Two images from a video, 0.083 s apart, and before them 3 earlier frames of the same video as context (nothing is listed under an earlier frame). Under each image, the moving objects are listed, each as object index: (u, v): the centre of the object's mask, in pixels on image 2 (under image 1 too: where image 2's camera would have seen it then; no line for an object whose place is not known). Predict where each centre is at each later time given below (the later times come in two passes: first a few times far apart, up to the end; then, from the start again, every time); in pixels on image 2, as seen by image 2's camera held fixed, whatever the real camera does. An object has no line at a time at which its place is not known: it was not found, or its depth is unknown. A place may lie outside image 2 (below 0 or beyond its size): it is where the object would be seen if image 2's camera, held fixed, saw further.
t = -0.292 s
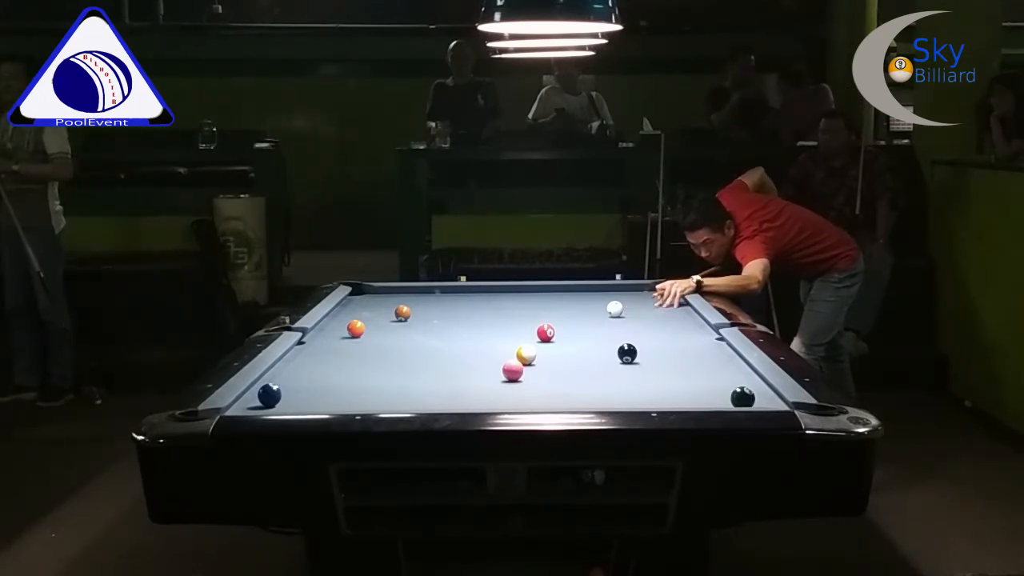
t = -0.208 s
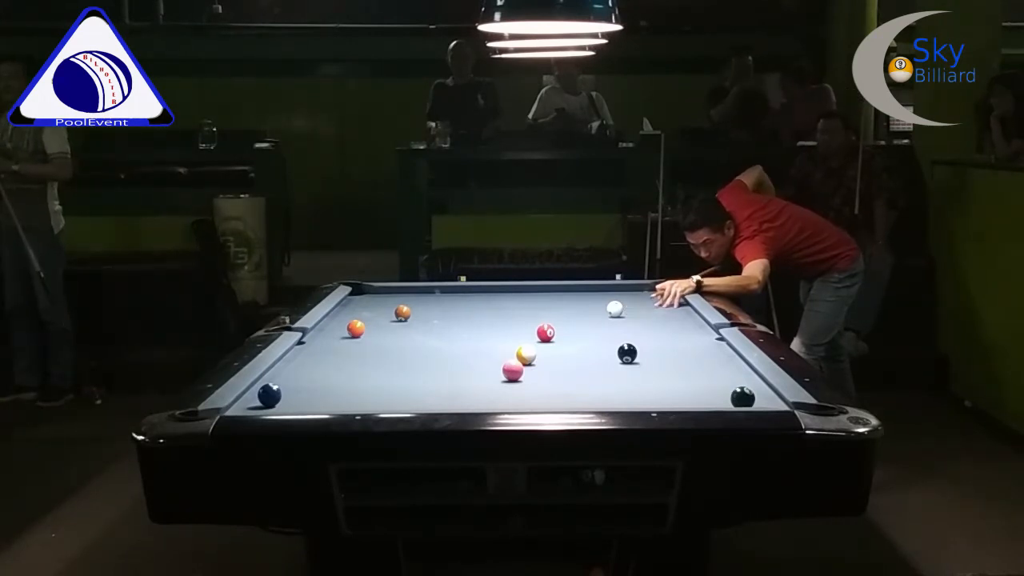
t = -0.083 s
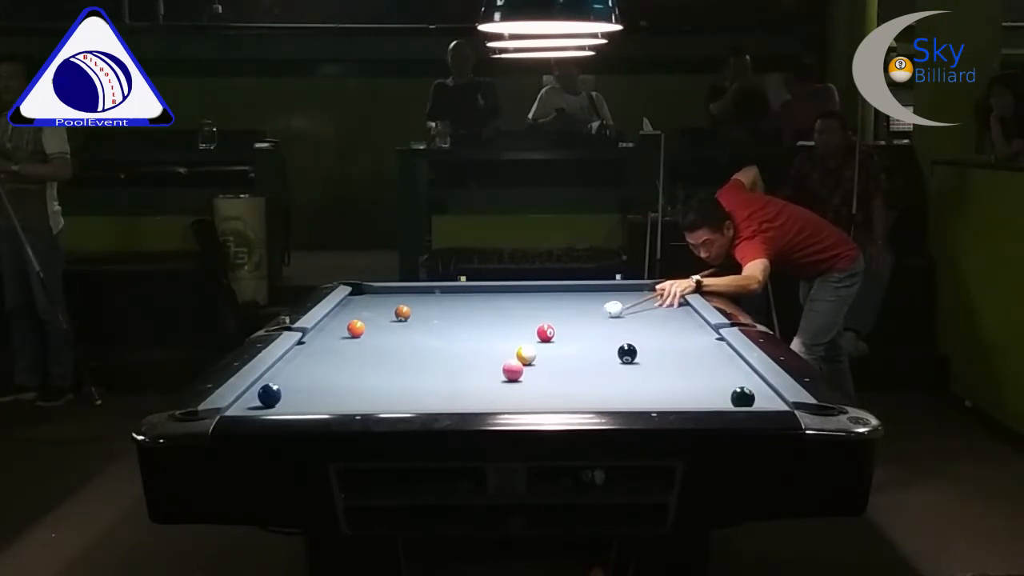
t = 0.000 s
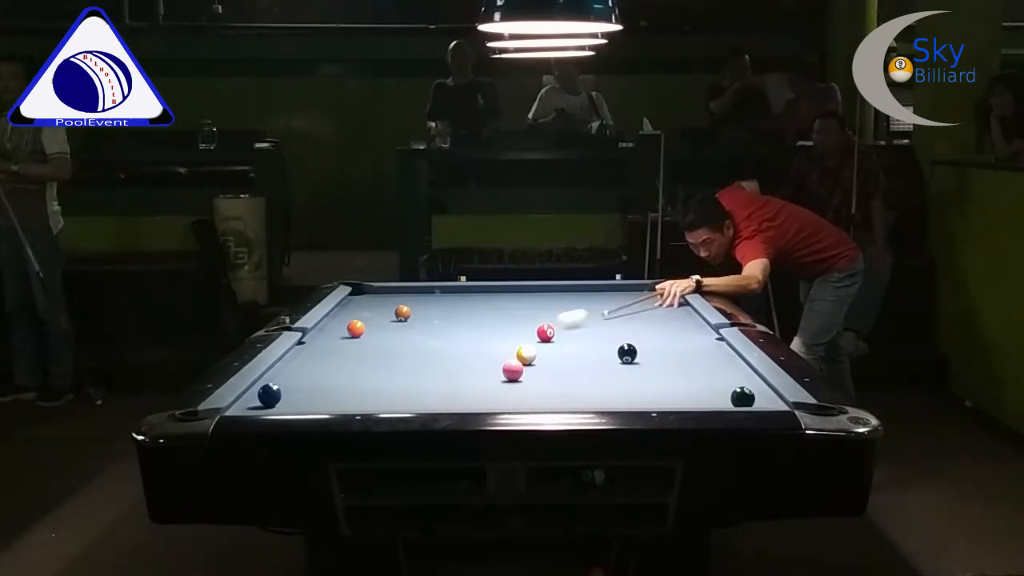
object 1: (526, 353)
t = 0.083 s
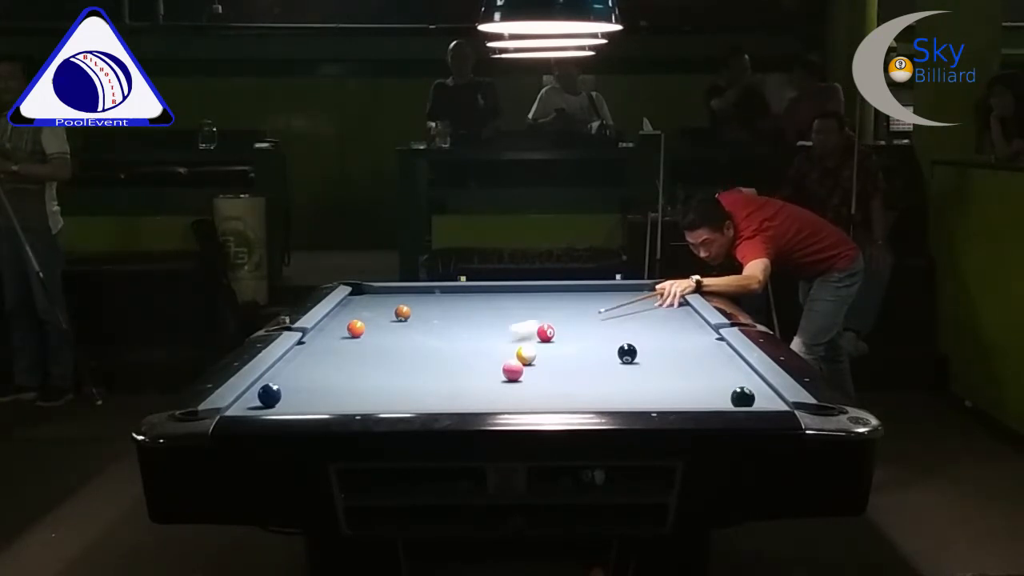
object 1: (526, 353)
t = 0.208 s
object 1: (526, 353)
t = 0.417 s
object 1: (526, 353)
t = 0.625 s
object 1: (526, 353)
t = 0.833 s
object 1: (526, 353)
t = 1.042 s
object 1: (526, 353)
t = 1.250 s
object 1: (526, 353)
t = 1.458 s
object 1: (526, 354)
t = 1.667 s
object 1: (526, 354)
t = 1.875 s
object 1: (526, 354)
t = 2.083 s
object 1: (529, 354)
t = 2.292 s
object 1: (543, 351)
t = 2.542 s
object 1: (558, 349)
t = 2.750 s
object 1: (568, 347)
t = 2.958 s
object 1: (577, 345)
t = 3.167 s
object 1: (586, 343)
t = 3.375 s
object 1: (593, 342)
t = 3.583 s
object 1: (600, 341)
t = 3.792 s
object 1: (605, 340)
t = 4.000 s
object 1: (609, 339)
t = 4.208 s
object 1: (613, 339)
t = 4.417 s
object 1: (615, 338)
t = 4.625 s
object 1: (617, 338)
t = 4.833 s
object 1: (618, 337)
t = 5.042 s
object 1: (618, 337)
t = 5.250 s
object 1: (618, 337)
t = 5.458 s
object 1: (618, 338)
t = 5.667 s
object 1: (618, 338)
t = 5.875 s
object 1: (618, 338)
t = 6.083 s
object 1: (618, 337)
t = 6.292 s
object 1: (618, 338)
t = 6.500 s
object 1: (618, 338)
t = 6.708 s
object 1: (618, 338)
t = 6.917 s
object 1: (618, 338)
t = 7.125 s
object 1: (618, 337)
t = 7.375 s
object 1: (618, 337)
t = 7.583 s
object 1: (618, 337)
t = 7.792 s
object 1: (618, 338)
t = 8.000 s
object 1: (618, 337)
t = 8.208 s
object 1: (618, 338)
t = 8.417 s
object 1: (618, 338)
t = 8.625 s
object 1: (618, 338)
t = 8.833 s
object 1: (618, 338)
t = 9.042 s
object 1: (618, 338)
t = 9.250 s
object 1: (618, 338)
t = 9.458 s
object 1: (618, 338)
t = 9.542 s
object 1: (618, 338)
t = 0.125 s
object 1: (526, 354)
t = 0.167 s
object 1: (526, 353)
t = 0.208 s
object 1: (526, 353)
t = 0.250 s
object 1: (526, 353)
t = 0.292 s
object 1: (526, 353)
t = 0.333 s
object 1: (526, 353)
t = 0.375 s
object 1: (526, 353)
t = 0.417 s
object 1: (526, 353)
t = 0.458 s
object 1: (526, 354)
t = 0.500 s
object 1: (526, 353)
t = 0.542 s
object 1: (526, 353)
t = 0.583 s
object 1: (526, 353)
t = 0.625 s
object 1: (526, 353)
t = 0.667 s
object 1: (526, 353)
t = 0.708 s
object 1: (526, 353)
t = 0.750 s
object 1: (526, 353)
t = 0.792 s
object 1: (526, 353)
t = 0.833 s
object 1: (526, 353)
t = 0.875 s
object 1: (526, 353)
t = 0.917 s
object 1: (526, 354)
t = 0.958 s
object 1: (526, 353)
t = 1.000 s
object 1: (526, 354)
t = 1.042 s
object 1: (526, 353)
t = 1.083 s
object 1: (526, 353)
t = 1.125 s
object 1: (526, 353)
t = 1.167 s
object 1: (526, 354)
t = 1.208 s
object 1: (526, 353)
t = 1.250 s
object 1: (526, 353)
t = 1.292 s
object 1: (526, 353)
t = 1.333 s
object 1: (526, 354)
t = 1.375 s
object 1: (526, 354)
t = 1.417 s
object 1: (526, 353)
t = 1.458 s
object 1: (526, 354)
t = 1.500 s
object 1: (526, 354)
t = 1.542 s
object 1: (526, 354)
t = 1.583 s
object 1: (526, 354)
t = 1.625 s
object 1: (526, 354)
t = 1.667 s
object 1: (526, 354)
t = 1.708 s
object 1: (526, 354)
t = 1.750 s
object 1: (526, 354)
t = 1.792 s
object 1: (526, 354)
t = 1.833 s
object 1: (526, 354)
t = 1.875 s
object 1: (526, 354)
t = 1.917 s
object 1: (526, 354)
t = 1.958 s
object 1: (526, 354)
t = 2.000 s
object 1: (526, 354)
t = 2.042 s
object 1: (526, 354)
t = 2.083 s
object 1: (529, 354)
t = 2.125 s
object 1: (532, 353)
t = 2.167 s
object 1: (535, 353)
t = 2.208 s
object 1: (538, 352)
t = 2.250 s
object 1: (540, 352)
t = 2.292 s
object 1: (543, 351)
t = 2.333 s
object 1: (545, 351)
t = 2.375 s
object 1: (548, 350)
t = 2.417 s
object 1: (551, 350)
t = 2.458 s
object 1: (553, 350)
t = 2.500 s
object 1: (555, 349)
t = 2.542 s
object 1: (558, 349)
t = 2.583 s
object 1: (560, 348)
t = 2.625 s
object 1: (561, 348)
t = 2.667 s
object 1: (564, 347)
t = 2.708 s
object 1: (566, 347)
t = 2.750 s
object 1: (568, 347)
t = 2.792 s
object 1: (570, 346)
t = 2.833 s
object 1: (572, 346)
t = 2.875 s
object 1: (574, 345)
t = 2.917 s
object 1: (575, 345)
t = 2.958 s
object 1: (577, 345)
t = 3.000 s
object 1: (579, 344)
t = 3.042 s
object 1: (581, 344)
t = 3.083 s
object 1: (583, 344)
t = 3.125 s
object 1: (584, 343)
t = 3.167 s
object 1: (586, 343)
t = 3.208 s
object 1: (588, 343)
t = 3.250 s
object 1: (589, 343)
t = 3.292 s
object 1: (590, 342)
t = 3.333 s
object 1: (592, 342)
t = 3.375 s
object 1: (593, 342)
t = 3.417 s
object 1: (594, 342)
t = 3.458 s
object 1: (596, 342)
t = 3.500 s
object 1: (597, 341)
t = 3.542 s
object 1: (599, 341)
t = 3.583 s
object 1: (600, 341)
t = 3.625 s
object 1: (601, 341)
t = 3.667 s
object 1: (602, 341)
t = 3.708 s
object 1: (603, 341)
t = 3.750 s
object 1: (604, 341)
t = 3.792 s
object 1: (605, 340)
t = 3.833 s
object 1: (606, 340)
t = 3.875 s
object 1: (607, 340)
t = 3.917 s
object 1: (607, 340)
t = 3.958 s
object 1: (608, 339)
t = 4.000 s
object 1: (609, 339)
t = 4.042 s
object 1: (610, 339)
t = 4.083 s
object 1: (611, 339)
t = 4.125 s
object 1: (611, 339)
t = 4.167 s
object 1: (612, 339)
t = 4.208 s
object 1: (613, 339)
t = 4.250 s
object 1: (613, 339)
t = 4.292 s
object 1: (614, 338)
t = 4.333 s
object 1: (614, 338)
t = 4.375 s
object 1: (615, 338)
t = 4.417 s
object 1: (615, 338)
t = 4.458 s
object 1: (616, 338)
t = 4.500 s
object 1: (616, 338)
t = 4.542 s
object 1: (617, 338)
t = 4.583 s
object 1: (617, 337)
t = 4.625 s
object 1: (617, 338)
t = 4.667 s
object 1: (618, 337)
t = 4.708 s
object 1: (618, 337)
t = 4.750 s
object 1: (618, 337)
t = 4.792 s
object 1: (618, 337)
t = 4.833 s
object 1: (618, 337)
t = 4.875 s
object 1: (618, 337)
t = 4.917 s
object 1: (618, 337)
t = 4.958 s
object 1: (618, 337)
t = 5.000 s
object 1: (618, 337)
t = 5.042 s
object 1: (618, 337)
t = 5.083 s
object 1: (618, 337)
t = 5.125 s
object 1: (618, 337)
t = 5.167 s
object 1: (618, 337)
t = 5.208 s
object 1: (618, 337)
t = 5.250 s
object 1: (618, 337)
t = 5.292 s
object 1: (618, 337)
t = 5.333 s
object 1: (618, 337)
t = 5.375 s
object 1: (618, 337)
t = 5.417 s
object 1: (618, 337)
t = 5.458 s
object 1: (618, 338)
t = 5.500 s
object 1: (618, 338)
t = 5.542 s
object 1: (618, 338)
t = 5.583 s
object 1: (618, 338)
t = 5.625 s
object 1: (618, 338)
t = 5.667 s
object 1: (618, 338)
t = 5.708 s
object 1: (618, 338)
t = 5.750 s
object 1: (618, 338)
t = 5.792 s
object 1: (618, 337)
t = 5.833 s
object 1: (618, 337)
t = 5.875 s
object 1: (618, 338)
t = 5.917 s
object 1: (618, 337)
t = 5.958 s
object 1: (618, 337)
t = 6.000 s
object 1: (618, 337)
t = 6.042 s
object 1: (618, 337)
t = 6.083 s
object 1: (618, 337)
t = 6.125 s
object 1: (618, 337)
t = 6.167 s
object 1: (618, 337)
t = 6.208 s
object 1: (618, 338)
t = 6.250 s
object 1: (618, 338)
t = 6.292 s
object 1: (618, 338)
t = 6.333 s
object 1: (618, 337)
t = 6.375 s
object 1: (618, 338)
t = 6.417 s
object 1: (618, 337)
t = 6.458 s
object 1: (618, 337)
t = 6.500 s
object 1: (618, 338)
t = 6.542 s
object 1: (618, 337)
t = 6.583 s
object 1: (618, 337)
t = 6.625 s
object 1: (618, 337)
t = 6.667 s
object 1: (618, 337)
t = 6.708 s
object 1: (618, 338)
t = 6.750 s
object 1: (618, 337)
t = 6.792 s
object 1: (618, 338)
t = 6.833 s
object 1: (618, 338)
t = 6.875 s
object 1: (618, 337)
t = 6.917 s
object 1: (618, 338)
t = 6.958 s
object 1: (618, 338)
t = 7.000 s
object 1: (618, 337)
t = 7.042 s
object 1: (618, 338)
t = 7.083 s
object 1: (618, 337)
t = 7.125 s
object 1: (618, 337)
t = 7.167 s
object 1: (618, 337)
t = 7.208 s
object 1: (618, 337)
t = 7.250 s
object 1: (618, 337)
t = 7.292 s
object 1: (618, 338)
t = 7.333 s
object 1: (618, 338)
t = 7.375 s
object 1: (618, 337)
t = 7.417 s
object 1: (618, 338)
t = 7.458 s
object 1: (618, 337)
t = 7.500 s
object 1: (618, 338)
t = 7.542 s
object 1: (618, 337)
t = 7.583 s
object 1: (618, 337)
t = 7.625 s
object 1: (618, 337)
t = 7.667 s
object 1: (618, 337)
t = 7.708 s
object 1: (618, 337)
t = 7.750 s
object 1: (618, 338)
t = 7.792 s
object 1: (618, 338)
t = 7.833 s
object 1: (618, 338)
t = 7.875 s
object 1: (618, 338)
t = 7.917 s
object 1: (618, 338)
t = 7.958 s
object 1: (618, 337)
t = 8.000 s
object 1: (618, 337)
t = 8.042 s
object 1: (618, 338)
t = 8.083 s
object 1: (618, 338)
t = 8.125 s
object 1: (618, 338)
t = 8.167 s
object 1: (618, 338)
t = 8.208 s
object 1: (618, 338)
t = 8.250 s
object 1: (618, 337)
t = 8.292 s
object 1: (618, 338)
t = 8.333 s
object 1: (618, 338)
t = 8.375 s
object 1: (618, 338)
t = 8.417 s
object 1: (618, 338)
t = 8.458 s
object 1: (618, 338)
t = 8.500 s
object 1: (618, 338)
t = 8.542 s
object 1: (618, 338)
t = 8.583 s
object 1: (618, 338)
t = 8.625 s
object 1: (618, 338)
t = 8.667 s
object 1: (618, 338)
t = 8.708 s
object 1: (618, 338)
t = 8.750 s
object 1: (618, 338)
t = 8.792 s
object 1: (618, 338)
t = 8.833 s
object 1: (618, 338)
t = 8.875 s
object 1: (618, 338)
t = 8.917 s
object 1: (618, 338)
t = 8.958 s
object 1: (618, 338)
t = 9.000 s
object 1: (618, 338)
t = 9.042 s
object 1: (618, 338)
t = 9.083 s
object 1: (618, 338)
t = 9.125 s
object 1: (618, 338)
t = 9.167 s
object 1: (618, 338)
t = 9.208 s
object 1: (618, 338)
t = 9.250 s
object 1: (618, 338)
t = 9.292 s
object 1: (618, 338)
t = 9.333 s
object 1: (618, 338)
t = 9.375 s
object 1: (618, 338)
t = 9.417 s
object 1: (618, 338)
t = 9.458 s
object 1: (618, 338)
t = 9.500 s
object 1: (618, 338)
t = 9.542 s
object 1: (618, 338)
